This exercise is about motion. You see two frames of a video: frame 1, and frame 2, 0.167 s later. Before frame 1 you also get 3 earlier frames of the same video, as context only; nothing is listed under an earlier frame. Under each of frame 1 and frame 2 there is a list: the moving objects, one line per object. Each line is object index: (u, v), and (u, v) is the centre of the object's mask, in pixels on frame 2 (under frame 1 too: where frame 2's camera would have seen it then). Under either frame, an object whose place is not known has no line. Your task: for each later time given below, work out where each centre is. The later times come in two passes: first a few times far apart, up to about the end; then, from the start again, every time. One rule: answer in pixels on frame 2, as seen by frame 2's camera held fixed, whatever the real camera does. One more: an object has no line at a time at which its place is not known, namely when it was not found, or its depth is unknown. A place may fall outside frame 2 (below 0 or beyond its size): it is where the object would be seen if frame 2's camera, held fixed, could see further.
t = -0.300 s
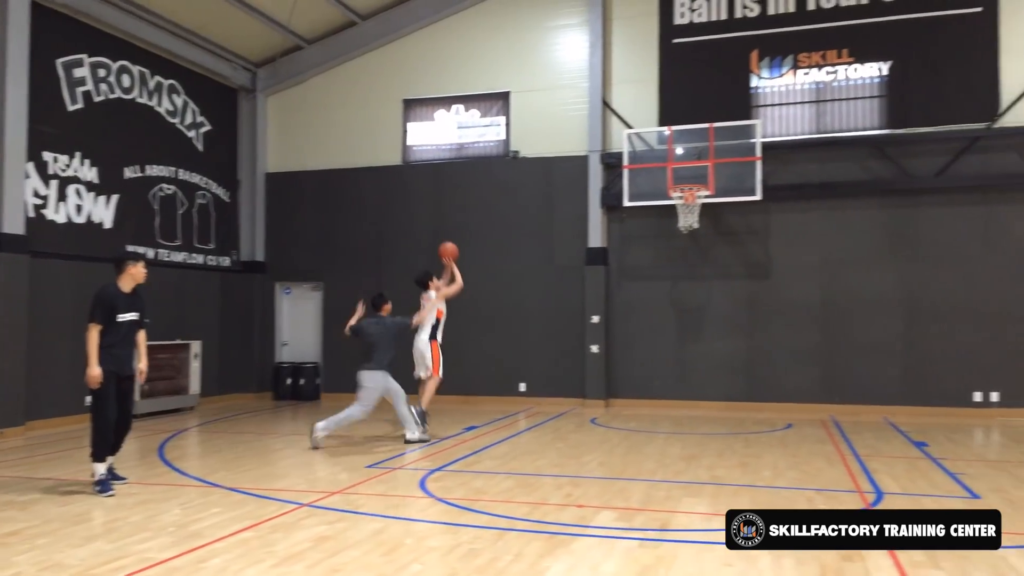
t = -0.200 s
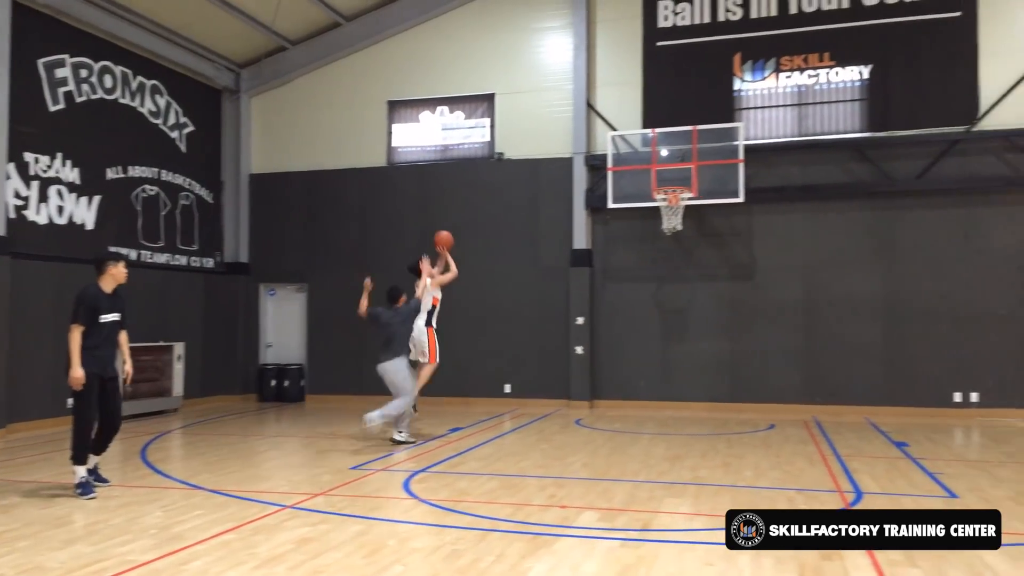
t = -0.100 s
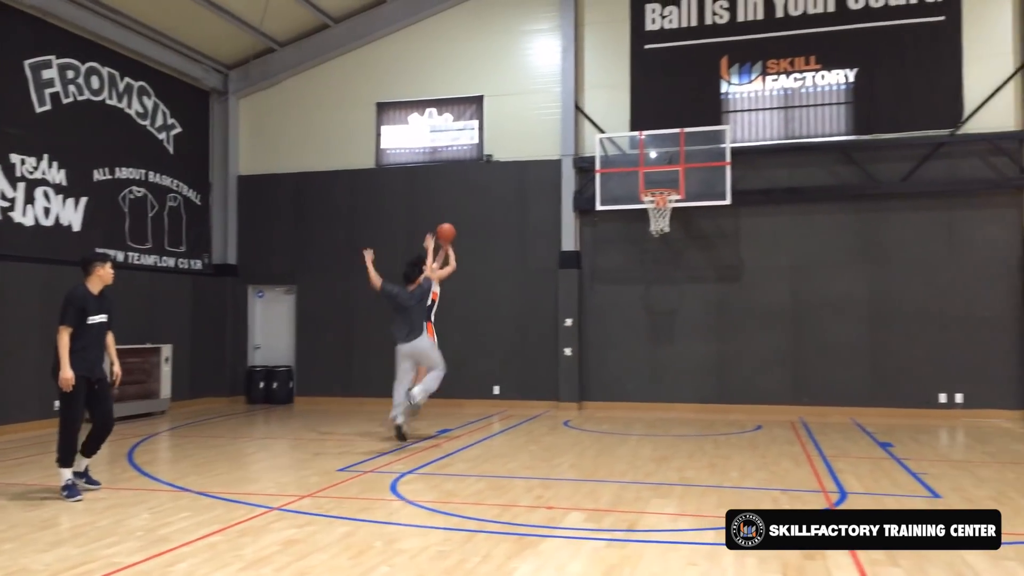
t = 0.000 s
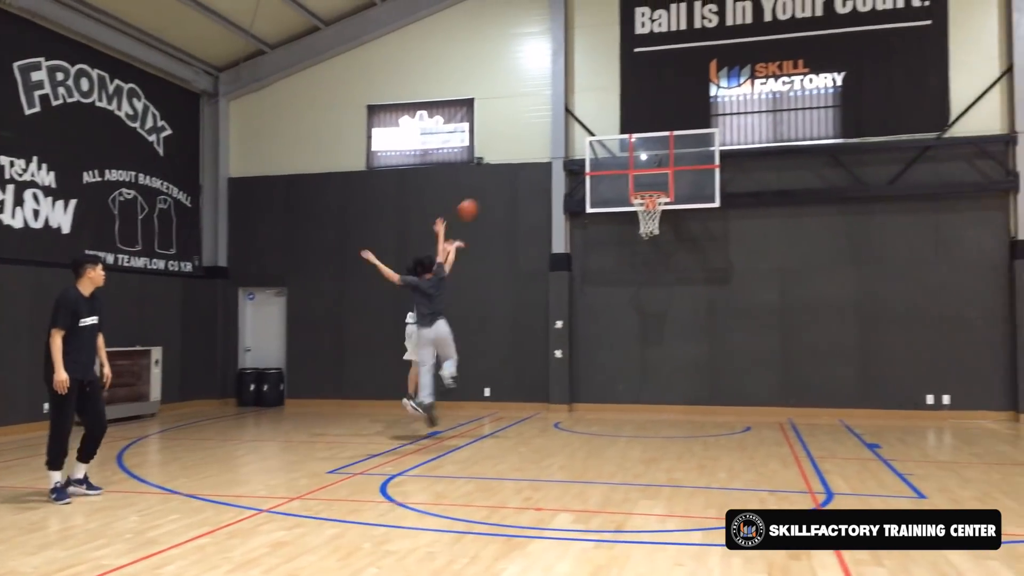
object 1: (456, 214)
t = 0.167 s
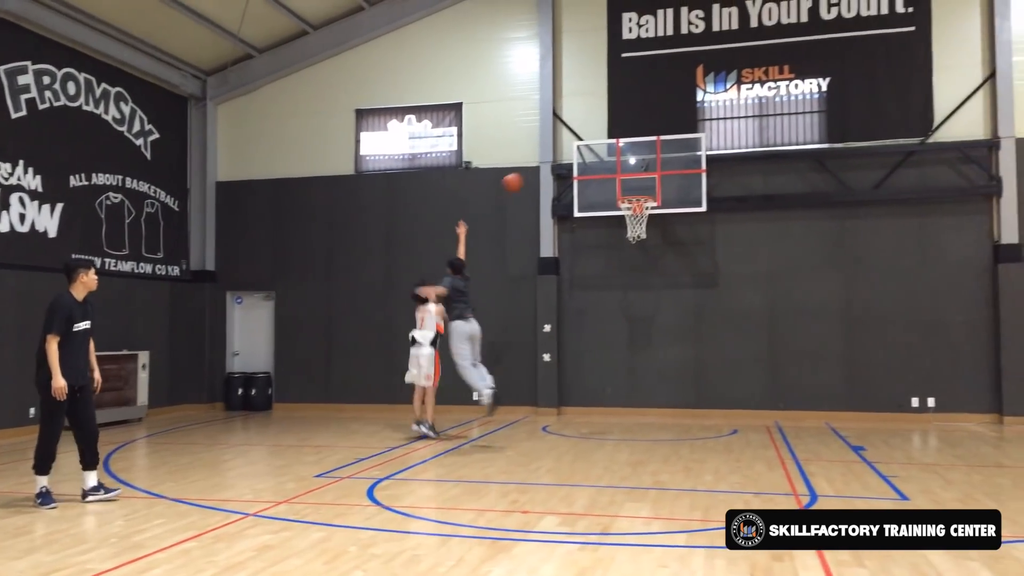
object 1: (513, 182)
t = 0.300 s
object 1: (556, 174)
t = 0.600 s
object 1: (632, 191)
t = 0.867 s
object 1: (642, 219)
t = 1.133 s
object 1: (632, 256)
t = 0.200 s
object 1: (524, 179)
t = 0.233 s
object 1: (534, 176)
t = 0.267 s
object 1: (544, 175)
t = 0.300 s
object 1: (556, 174)
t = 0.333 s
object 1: (564, 173)
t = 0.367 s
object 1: (575, 174)
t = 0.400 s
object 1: (586, 175)
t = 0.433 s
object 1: (596, 177)
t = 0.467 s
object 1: (606, 180)
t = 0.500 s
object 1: (616, 185)
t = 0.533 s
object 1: (625, 188)
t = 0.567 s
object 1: (629, 189)
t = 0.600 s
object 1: (632, 191)
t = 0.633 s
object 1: (636, 194)
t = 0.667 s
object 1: (642, 206)
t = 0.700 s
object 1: (644, 210)
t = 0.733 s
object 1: (644, 210)
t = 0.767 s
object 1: (644, 212)
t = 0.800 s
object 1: (643, 212)
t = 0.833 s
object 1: (644, 220)
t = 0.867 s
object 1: (642, 219)
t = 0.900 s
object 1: (641, 219)
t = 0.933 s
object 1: (640, 221)
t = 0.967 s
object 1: (639, 224)
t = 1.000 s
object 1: (637, 228)
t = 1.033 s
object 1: (636, 234)
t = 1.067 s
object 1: (635, 241)
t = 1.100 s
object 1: (633, 248)
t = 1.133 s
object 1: (632, 256)
